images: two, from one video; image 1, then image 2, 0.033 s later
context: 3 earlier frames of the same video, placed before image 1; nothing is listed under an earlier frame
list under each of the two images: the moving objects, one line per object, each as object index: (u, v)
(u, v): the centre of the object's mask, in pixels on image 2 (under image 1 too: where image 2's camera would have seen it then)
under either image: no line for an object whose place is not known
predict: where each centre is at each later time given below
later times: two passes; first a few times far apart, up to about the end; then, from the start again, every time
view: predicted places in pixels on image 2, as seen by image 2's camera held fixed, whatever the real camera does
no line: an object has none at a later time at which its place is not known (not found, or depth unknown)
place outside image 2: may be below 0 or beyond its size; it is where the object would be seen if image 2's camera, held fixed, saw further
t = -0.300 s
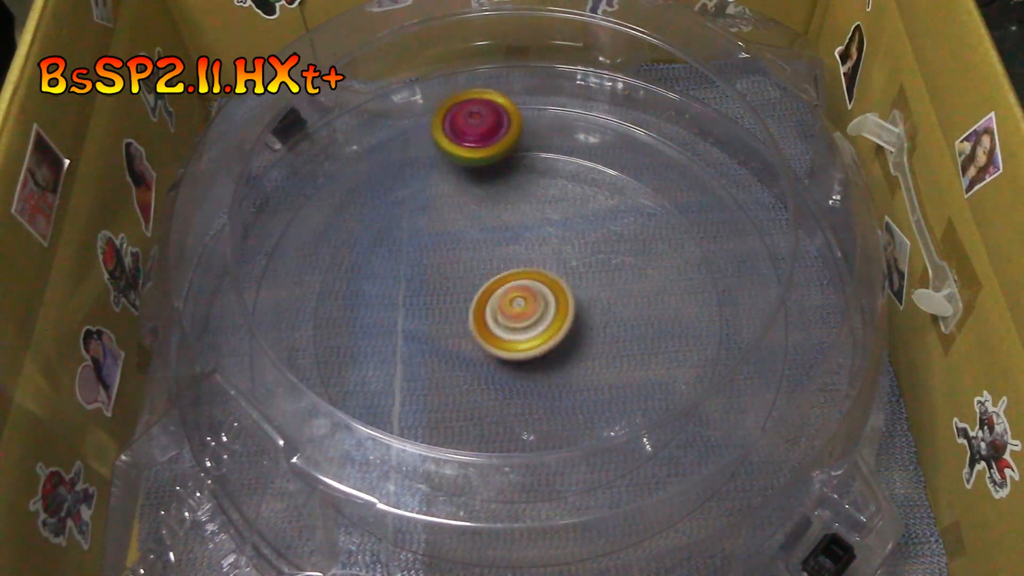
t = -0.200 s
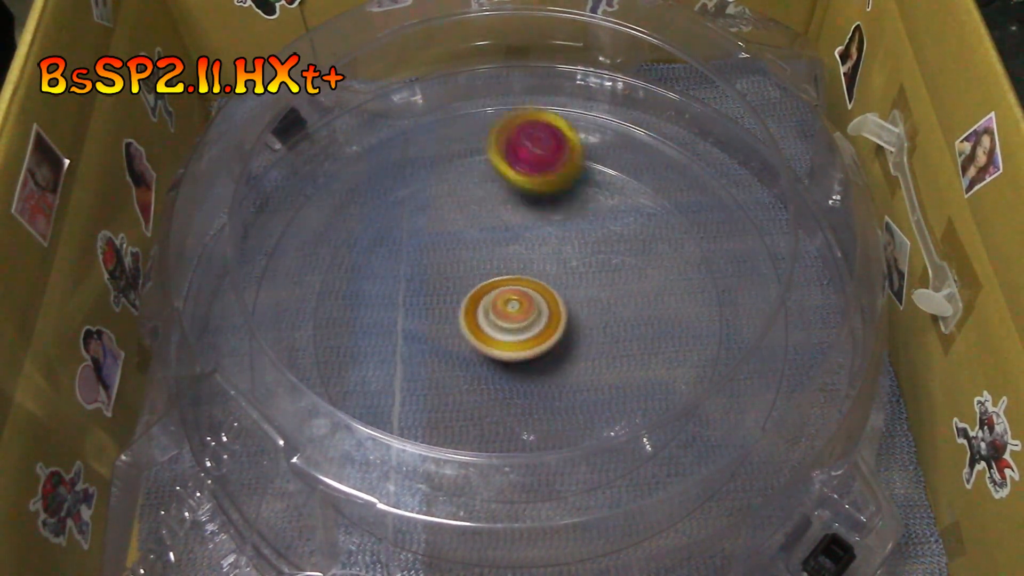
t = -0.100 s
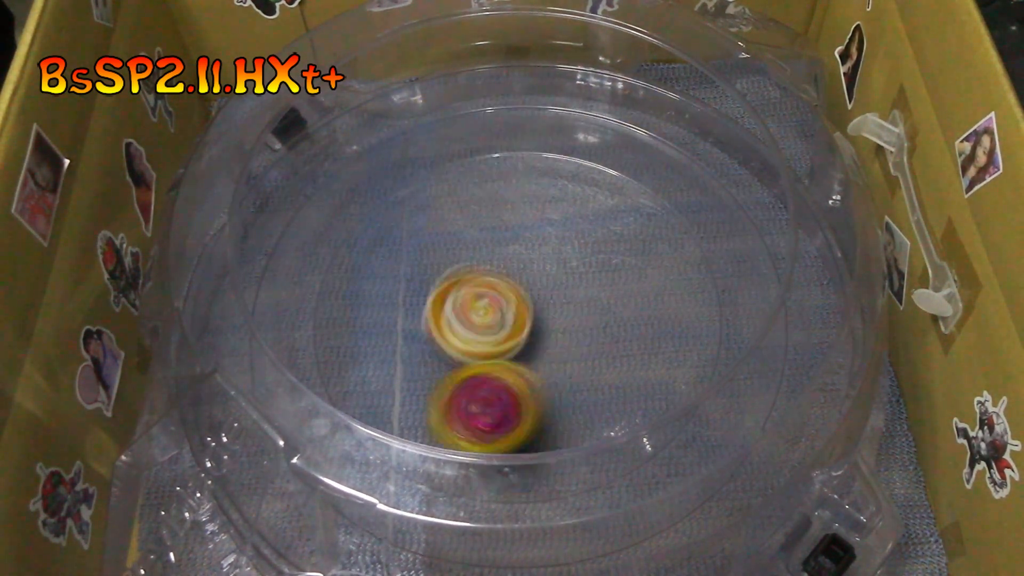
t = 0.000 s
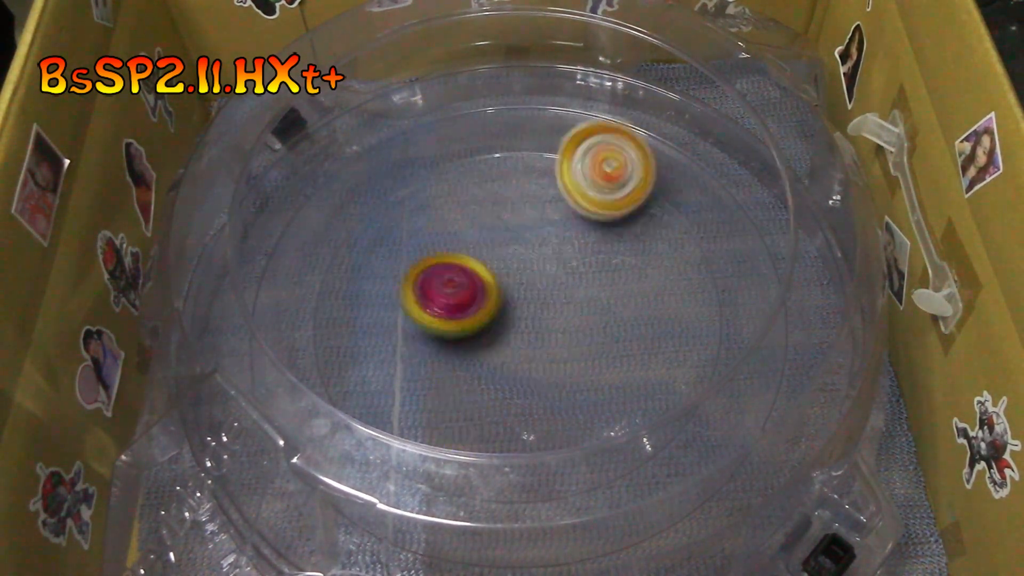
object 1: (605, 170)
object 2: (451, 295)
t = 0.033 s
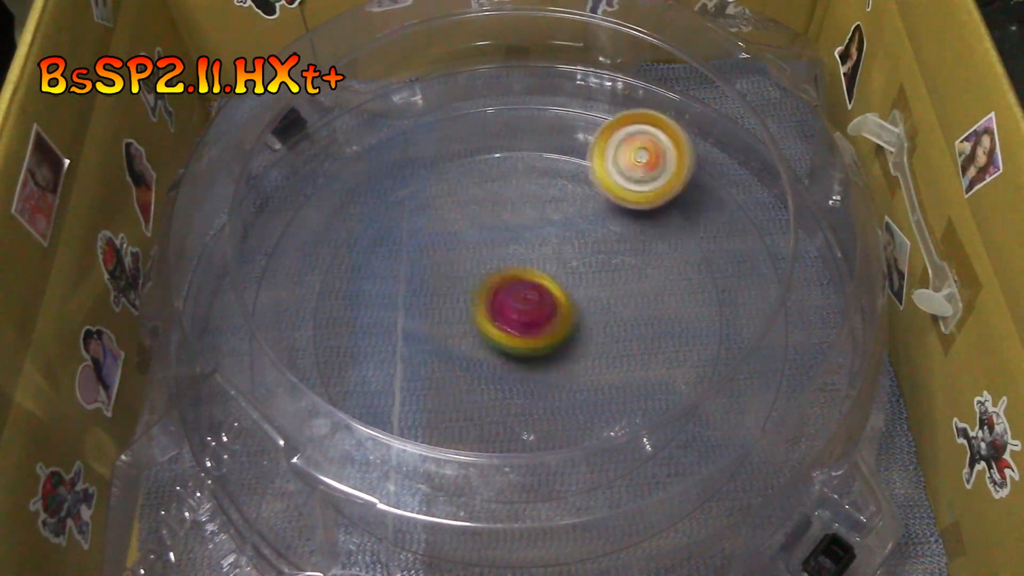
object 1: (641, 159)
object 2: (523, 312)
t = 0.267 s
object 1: (589, 520)
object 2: (565, 312)
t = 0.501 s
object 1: (339, 166)
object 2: (530, 307)
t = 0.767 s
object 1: (755, 386)
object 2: (529, 289)
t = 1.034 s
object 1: (282, 240)
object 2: (521, 329)
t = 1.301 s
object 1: (721, 305)
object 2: (499, 303)
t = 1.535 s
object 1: (421, 295)
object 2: (539, 261)
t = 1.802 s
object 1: (452, 234)
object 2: (514, 322)
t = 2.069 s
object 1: (528, 241)
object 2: (458, 327)
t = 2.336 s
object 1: (580, 276)
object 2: (455, 319)
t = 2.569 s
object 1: (587, 317)
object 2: (477, 320)
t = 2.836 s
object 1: (556, 357)
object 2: (474, 306)
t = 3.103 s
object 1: (512, 350)
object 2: (506, 264)
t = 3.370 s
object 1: (487, 336)
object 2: (561, 272)
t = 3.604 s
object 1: (486, 278)
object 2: (562, 322)
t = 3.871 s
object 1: (534, 267)
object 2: (484, 334)
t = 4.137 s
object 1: (566, 324)
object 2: (461, 299)
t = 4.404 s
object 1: (530, 362)
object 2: (509, 288)
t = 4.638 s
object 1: (471, 341)
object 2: (538, 284)
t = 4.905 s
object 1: (448, 294)
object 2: (532, 310)
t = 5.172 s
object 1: (487, 263)
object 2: (539, 327)
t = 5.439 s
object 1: (520, 251)
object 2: (506, 330)
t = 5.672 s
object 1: (543, 259)
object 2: (504, 327)
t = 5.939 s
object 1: (543, 261)
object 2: (501, 327)
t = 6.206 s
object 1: (546, 263)
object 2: (501, 328)
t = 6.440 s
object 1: (544, 262)
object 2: (501, 327)
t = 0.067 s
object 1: (708, 167)
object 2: (547, 366)
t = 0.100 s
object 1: (741, 215)
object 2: (517, 375)
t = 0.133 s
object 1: (763, 273)
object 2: (496, 352)
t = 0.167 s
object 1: (767, 337)
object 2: (506, 298)
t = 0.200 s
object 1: (743, 414)
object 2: (560, 277)
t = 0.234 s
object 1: (682, 476)
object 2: (574, 296)
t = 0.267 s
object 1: (589, 520)
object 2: (565, 312)
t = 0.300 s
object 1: (488, 528)
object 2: (525, 326)
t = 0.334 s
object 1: (384, 504)
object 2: (481, 308)
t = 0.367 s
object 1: (308, 445)
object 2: (479, 284)
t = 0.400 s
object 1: (270, 370)
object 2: (487, 277)
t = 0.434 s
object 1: (266, 294)
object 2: (499, 276)
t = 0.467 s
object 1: (290, 225)
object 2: (515, 282)
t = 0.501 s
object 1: (339, 166)
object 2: (530, 307)
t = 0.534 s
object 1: (407, 124)
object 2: (522, 334)
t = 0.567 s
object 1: (482, 104)
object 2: (510, 340)
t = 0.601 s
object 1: (561, 104)
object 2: (502, 339)
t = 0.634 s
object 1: (637, 126)
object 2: (496, 333)
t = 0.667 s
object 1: (704, 168)
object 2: (494, 322)
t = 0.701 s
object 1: (752, 230)
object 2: (500, 305)
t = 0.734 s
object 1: (771, 305)
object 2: (517, 291)
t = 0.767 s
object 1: (755, 386)
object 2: (529, 289)
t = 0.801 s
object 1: (702, 460)
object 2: (533, 290)
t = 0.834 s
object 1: (616, 511)
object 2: (535, 294)
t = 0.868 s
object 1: (514, 528)
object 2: (535, 302)
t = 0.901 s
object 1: (414, 511)
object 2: (534, 310)
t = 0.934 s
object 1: (330, 460)
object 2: (531, 320)
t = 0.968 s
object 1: (281, 388)
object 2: (527, 326)
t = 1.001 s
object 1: (264, 311)
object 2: (524, 329)
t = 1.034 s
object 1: (282, 240)
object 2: (521, 329)
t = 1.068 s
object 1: (327, 182)
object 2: (516, 327)
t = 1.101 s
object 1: (387, 137)
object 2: (509, 325)
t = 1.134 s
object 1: (459, 113)
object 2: (502, 323)
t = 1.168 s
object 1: (536, 111)
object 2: (496, 321)
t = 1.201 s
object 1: (610, 131)
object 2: (494, 318)
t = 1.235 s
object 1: (673, 172)
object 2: (495, 314)
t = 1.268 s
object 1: (712, 232)
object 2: (497, 309)
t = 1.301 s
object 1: (721, 305)
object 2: (499, 303)
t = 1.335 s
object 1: (691, 373)
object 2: (502, 298)
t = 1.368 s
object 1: (597, 380)
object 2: (504, 296)
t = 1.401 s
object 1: (495, 369)
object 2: (505, 269)
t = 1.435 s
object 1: (434, 327)
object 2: (533, 256)
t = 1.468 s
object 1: (428, 316)
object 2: (534, 257)
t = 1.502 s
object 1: (423, 306)
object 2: (536, 259)
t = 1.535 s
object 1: (421, 295)
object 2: (539, 261)
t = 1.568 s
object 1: (420, 286)
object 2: (540, 264)
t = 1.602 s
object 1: (420, 275)
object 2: (541, 269)
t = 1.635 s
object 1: (422, 267)
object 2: (543, 276)
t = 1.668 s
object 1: (425, 258)
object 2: (541, 284)
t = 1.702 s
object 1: (431, 251)
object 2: (537, 295)
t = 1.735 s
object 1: (437, 244)
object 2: (533, 303)
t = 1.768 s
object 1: (444, 239)
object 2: (525, 314)
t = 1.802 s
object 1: (452, 234)
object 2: (514, 322)
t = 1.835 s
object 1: (460, 231)
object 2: (504, 325)
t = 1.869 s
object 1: (470, 230)
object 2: (493, 329)
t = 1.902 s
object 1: (479, 230)
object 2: (484, 330)
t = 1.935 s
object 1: (488, 231)
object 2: (476, 328)
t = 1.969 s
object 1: (498, 233)
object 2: (471, 327)
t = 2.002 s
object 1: (507, 237)
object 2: (467, 325)
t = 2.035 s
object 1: (516, 242)
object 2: (464, 323)
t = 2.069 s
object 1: (528, 241)
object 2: (458, 327)
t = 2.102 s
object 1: (541, 242)
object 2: (447, 328)
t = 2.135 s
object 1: (550, 246)
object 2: (443, 327)
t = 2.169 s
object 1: (559, 250)
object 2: (438, 326)
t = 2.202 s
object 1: (568, 254)
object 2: (438, 327)
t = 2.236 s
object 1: (574, 257)
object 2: (441, 326)
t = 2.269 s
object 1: (577, 262)
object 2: (446, 323)
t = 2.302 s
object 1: (578, 269)
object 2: (450, 321)
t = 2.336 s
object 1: (580, 276)
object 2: (455, 319)
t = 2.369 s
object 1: (581, 283)
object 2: (461, 317)
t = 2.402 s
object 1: (578, 289)
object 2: (470, 316)
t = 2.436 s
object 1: (576, 295)
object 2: (478, 317)
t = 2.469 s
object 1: (578, 300)
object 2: (479, 319)
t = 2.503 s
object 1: (583, 306)
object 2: (477, 320)
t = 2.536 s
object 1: (587, 311)
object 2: (477, 321)
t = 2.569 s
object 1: (587, 317)
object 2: (477, 320)
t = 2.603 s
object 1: (586, 325)
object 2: (476, 319)
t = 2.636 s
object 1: (587, 331)
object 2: (476, 319)
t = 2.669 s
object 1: (582, 334)
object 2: (477, 318)
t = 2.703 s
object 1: (576, 340)
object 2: (478, 317)
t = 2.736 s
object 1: (573, 345)
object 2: (478, 317)
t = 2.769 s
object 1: (572, 351)
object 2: (474, 314)
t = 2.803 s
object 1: (566, 354)
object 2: (475, 310)
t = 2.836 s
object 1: (556, 357)
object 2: (474, 306)
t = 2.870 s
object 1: (552, 358)
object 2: (475, 304)
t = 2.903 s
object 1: (551, 364)
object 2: (469, 293)
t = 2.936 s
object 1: (547, 366)
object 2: (469, 284)
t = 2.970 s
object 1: (543, 365)
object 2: (473, 275)
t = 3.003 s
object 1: (533, 362)
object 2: (480, 270)
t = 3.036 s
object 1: (526, 361)
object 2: (487, 265)
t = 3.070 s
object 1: (520, 354)
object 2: (496, 263)
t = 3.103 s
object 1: (512, 350)
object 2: (506, 264)
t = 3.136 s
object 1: (508, 349)
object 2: (515, 262)
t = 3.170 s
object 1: (504, 348)
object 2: (525, 258)
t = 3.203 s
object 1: (494, 357)
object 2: (535, 252)
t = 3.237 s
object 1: (491, 358)
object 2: (543, 251)
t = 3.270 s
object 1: (486, 354)
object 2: (550, 254)
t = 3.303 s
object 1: (486, 350)
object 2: (556, 258)
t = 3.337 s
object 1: (484, 341)
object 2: (559, 265)
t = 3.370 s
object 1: (487, 336)
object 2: (561, 272)
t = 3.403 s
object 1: (487, 330)
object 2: (563, 280)
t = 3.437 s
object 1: (480, 324)
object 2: (568, 285)
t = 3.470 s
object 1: (479, 315)
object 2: (573, 293)
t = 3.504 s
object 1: (480, 307)
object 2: (574, 299)
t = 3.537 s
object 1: (480, 296)
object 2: (572, 309)
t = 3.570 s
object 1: (483, 289)
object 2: (570, 315)
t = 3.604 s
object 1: (486, 278)
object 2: (562, 322)
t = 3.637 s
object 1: (491, 273)
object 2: (557, 328)
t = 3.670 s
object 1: (496, 264)
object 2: (546, 332)
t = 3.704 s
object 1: (505, 261)
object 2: (536, 338)
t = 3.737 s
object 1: (509, 257)
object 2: (525, 339)
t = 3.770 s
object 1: (517, 257)
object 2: (512, 338)
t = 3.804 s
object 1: (522, 260)
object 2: (503, 339)
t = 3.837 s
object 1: (530, 260)
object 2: (495, 338)
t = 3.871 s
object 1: (534, 267)
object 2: (484, 334)
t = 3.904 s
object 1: (539, 270)
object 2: (477, 331)
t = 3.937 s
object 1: (545, 279)
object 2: (473, 325)
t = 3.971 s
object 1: (549, 286)
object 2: (465, 321)
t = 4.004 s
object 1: (558, 293)
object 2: (459, 320)
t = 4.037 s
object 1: (561, 302)
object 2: (458, 317)
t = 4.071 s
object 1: (565, 308)
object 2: (459, 311)
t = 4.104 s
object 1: (566, 317)
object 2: (459, 305)
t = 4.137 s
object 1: (566, 324)
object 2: (461, 299)
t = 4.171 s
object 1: (565, 329)
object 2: (467, 296)
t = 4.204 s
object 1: (561, 337)
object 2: (475, 295)
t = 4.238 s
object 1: (556, 341)
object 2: (483, 293)
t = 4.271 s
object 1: (554, 345)
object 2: (491, 294)
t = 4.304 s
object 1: (547, 350)
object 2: (496, 294)
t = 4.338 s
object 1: (544, 356)
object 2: (501, 291)
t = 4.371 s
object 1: (538, 360)
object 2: (505, 287)
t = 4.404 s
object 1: (530, 362)
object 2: (509, 288)
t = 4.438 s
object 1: (521, 360)
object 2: (514, 287)
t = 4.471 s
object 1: (515, 359)
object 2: (518, 286)
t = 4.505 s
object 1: (505, 358)
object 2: (521, 284)
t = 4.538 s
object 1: (494, 355)
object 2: (525, 285)
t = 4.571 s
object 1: (485, 351)
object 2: (530, 284)
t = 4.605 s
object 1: (479, 347)
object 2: (535, 283)
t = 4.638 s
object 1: (471, 341)
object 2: (538, 284)
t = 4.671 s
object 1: (462, 334)
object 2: (540, 287)
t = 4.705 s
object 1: (457, 328)
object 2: (541, 289)
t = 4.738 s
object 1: (455, 321)
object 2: (542, 292)
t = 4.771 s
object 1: (452, 315)
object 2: (540, 297)
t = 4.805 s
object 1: (449, 309)
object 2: (538, 302)
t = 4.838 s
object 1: (447, 302)
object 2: (536, 306)
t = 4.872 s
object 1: (448, 297)
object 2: (534, 307)
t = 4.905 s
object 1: (448, 294)
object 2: (532, 310)
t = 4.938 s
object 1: (448, 290)
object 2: (533, 312)
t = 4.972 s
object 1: (449, 284)
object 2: (532, 313)
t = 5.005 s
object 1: (455, 280)
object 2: (532, 314)
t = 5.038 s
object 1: (459, 276)
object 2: (534, 316)
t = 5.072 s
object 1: (465, 272)
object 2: (538, 319)
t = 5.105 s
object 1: (472, 270)
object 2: (542, 322)
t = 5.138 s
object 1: (479, 267)
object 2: (541, 325)
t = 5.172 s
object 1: (487, 263)
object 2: (539, 327)
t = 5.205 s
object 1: (495, 258)
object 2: (537, 330)
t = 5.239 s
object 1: (501, 255)
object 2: (533, 332)
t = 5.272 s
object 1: (507, 253)
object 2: (527, 335)
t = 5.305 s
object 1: (511, 252)
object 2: (521, 336)
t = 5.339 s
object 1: (514, 252)
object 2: (516, 336)
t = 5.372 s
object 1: (516, 251)
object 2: (511, 335)
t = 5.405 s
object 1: (518, 250)
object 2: (507, 333)
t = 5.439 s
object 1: (520, 251)
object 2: (506, 330)
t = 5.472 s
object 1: (524, 251)
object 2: (505, 327)
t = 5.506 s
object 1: (526, 253)
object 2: (505, 327)
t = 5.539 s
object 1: (529, 253)
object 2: (505, 326)
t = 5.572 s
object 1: (534, 255)
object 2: (505, 326)
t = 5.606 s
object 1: (537, 257)
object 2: (505, 326)
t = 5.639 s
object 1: (540, 258)
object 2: (504, 327)
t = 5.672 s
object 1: (543, 259)
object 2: (504, 327)
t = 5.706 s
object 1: (545, 260)
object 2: (505, 327)
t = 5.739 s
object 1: (547, 260)
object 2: (505, 327)
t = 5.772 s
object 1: (546, 260)
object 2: (504, 327)
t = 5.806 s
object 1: (546, 261)
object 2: (503, 327)
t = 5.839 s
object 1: (545, 261)
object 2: (502, 327)
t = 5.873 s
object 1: (544, 261)
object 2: (502, 327)
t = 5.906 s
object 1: (543, 261)
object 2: (501, 327)
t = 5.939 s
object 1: (543, 261)
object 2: (501, 327)
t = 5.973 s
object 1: (542, 261)
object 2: (501, 327)
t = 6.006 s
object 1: (543, 261)
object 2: (501, 327)
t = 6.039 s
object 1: (543, 262)
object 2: (501, 327)
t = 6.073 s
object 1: (544, 262)
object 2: (501, 327)
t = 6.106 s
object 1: (544, 263)
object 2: (501, 327)
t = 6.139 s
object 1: (545, 263)
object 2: (501, 327)
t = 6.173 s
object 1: (546, 263)
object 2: (501, 327)
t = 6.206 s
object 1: (546, 263)
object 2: (501, 328)
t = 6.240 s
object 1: (546, 263)
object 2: (501, 328)
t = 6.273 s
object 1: (546, 263)
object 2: (501, 328)
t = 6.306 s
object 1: (546, 263)
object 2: (501, 327)
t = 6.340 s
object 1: (546, 262)
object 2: (502, 327)
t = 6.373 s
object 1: (545, 262)
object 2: (501, 327)
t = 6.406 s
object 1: (545, 262)
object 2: (501, 327)
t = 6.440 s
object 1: (544, 262)
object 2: (501, 327)
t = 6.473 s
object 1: (544, 262)
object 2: (501, 327)
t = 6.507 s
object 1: (544, 262)
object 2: (501, 327)
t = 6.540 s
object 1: (544, 262)
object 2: (501, 327)
